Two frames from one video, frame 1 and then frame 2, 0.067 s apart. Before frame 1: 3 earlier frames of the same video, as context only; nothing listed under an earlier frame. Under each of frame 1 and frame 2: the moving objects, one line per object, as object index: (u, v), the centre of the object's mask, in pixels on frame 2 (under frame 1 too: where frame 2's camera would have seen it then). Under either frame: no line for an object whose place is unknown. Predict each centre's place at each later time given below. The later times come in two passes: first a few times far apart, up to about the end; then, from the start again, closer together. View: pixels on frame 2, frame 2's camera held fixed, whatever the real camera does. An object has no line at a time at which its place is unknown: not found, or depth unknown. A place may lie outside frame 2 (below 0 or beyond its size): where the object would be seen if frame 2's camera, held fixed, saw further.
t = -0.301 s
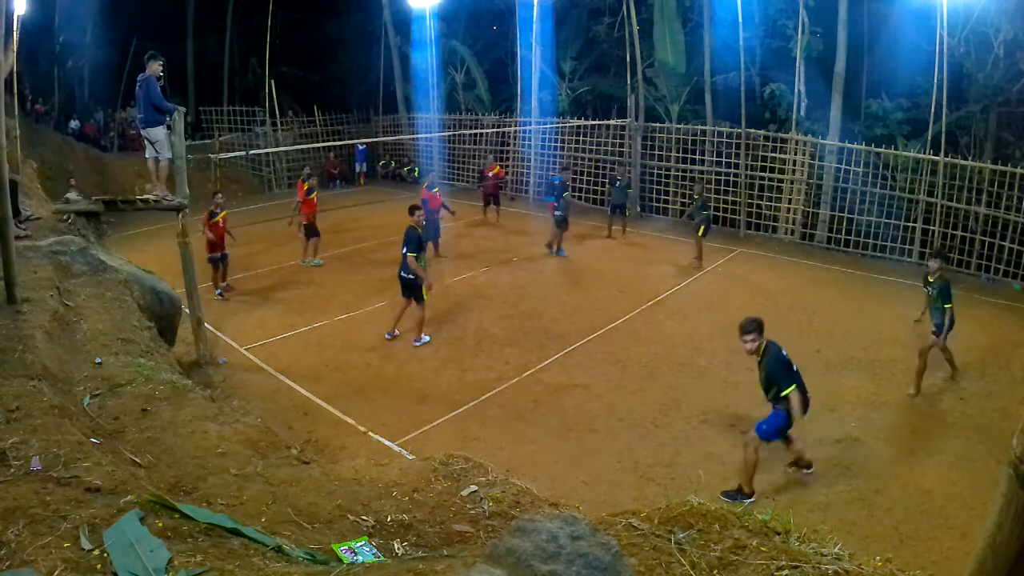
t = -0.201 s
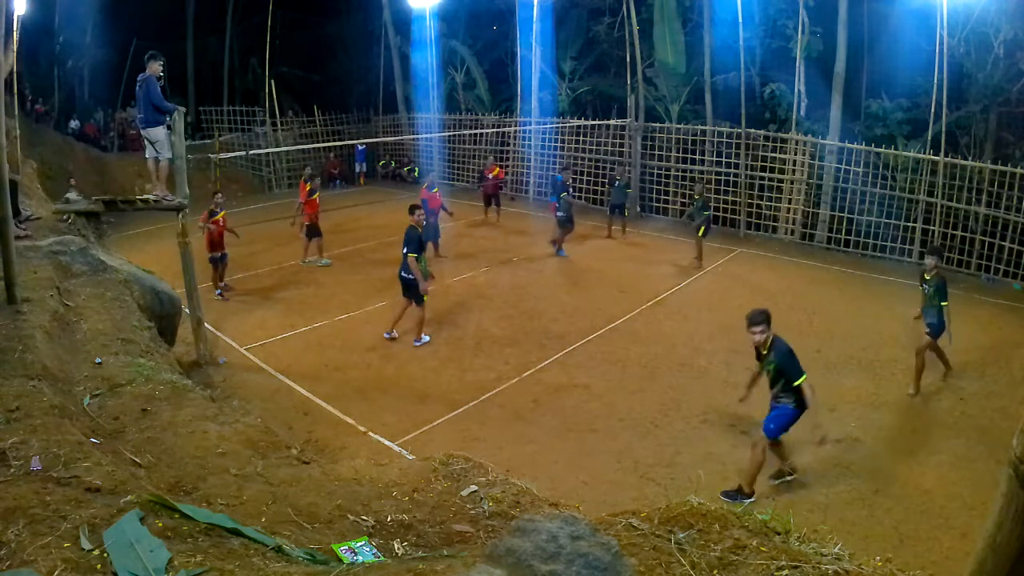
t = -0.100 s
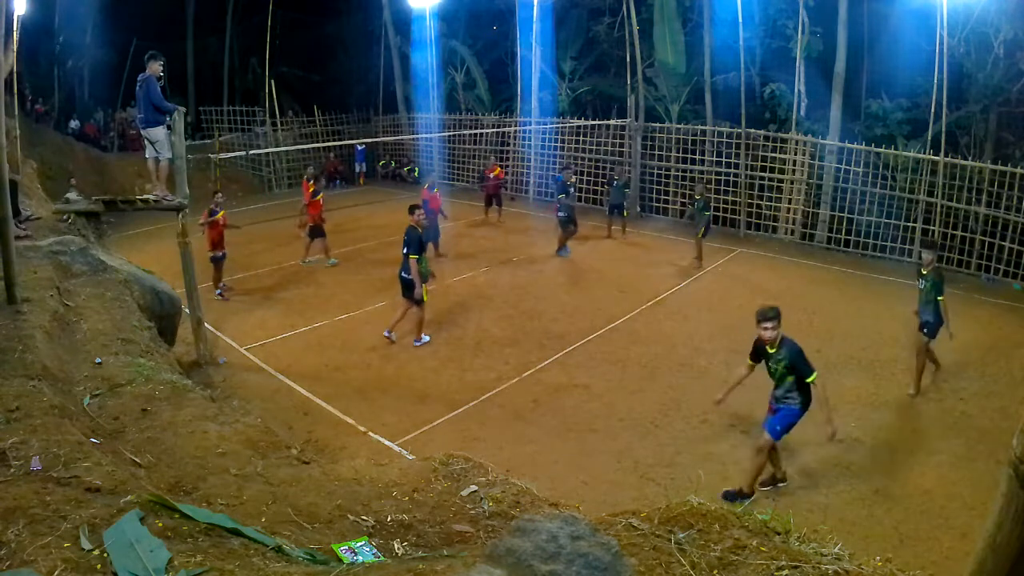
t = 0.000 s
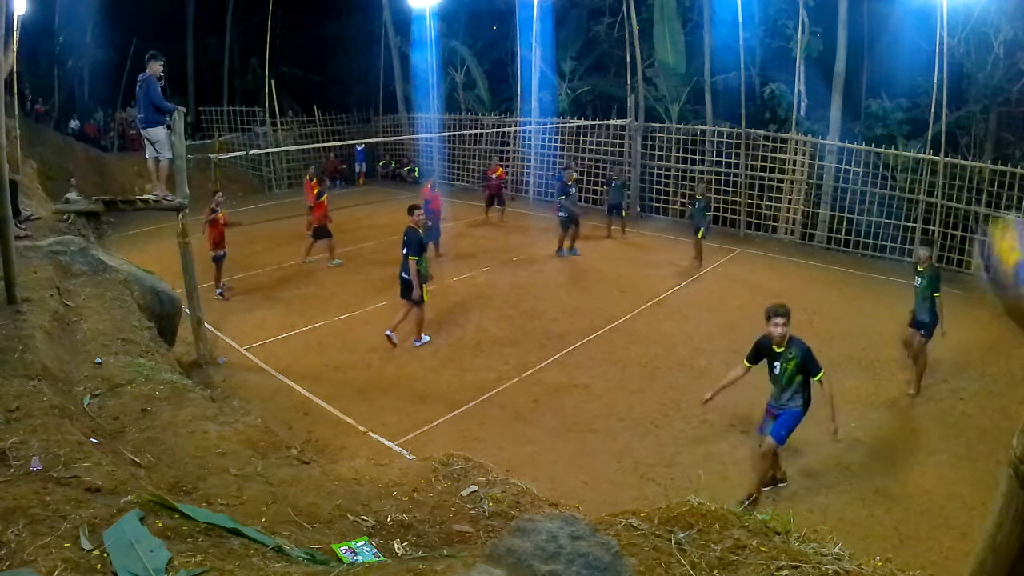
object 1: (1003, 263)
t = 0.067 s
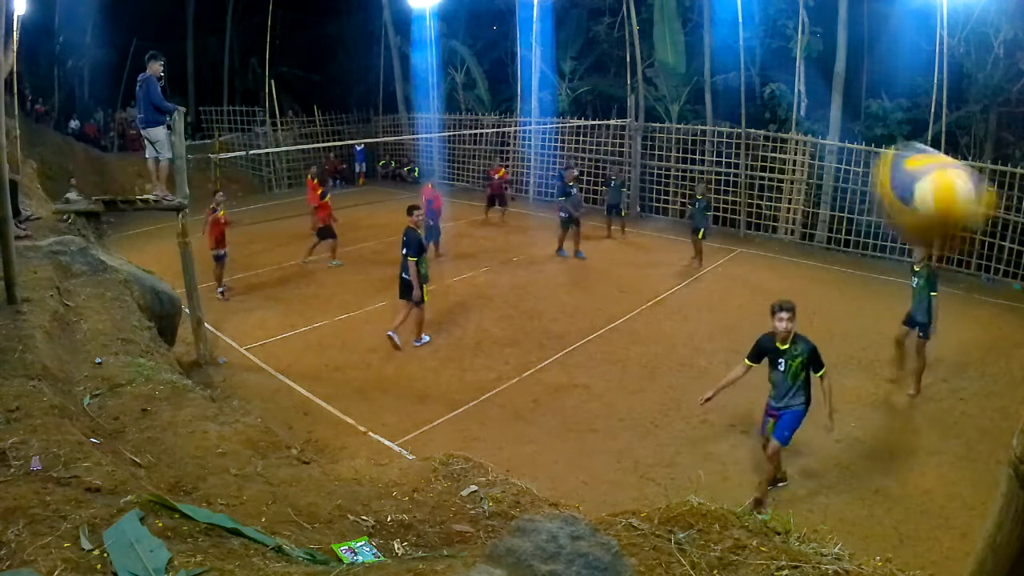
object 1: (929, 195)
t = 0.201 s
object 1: (748, 128)
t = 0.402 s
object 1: (588, 160)
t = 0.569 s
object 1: (512, 232)
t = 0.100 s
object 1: (877, 167)
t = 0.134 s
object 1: (828, 148)
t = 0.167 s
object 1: (788, 136)
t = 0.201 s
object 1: (748, 128)
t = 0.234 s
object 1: (716, 127)
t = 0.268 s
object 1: (684, 129)
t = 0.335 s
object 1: (632, 141)
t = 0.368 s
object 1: (609, 150)
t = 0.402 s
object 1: (588, 160)
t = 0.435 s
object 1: (571, 173)
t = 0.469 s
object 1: (553, 186)
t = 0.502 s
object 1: (538, 202)
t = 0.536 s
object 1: (524, 217)
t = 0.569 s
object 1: (512, 232)
